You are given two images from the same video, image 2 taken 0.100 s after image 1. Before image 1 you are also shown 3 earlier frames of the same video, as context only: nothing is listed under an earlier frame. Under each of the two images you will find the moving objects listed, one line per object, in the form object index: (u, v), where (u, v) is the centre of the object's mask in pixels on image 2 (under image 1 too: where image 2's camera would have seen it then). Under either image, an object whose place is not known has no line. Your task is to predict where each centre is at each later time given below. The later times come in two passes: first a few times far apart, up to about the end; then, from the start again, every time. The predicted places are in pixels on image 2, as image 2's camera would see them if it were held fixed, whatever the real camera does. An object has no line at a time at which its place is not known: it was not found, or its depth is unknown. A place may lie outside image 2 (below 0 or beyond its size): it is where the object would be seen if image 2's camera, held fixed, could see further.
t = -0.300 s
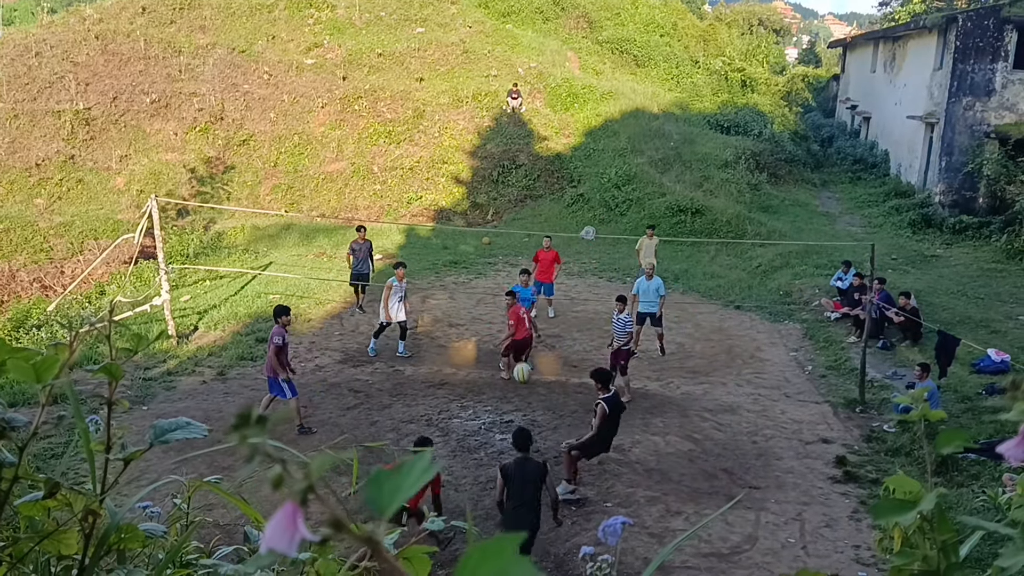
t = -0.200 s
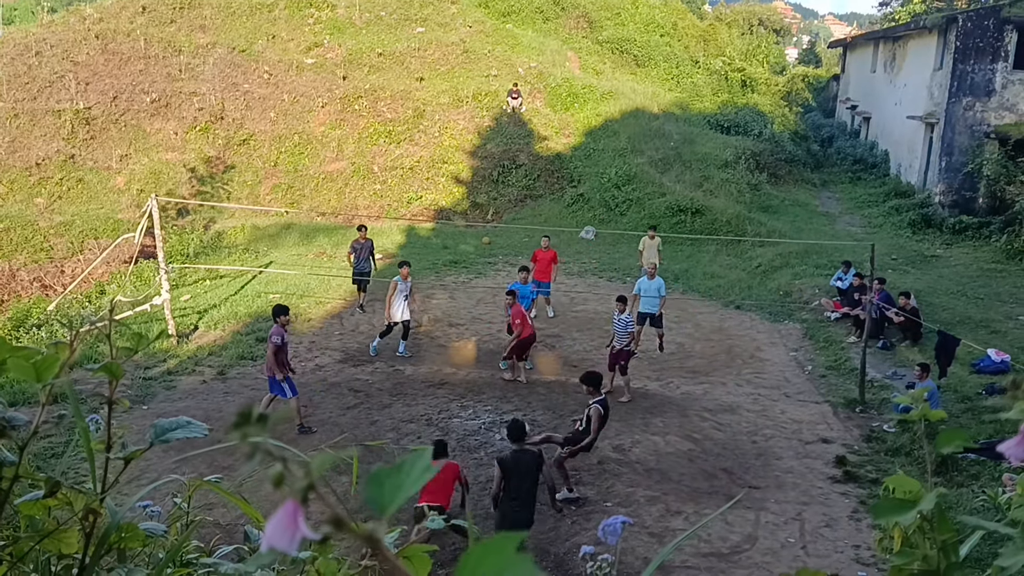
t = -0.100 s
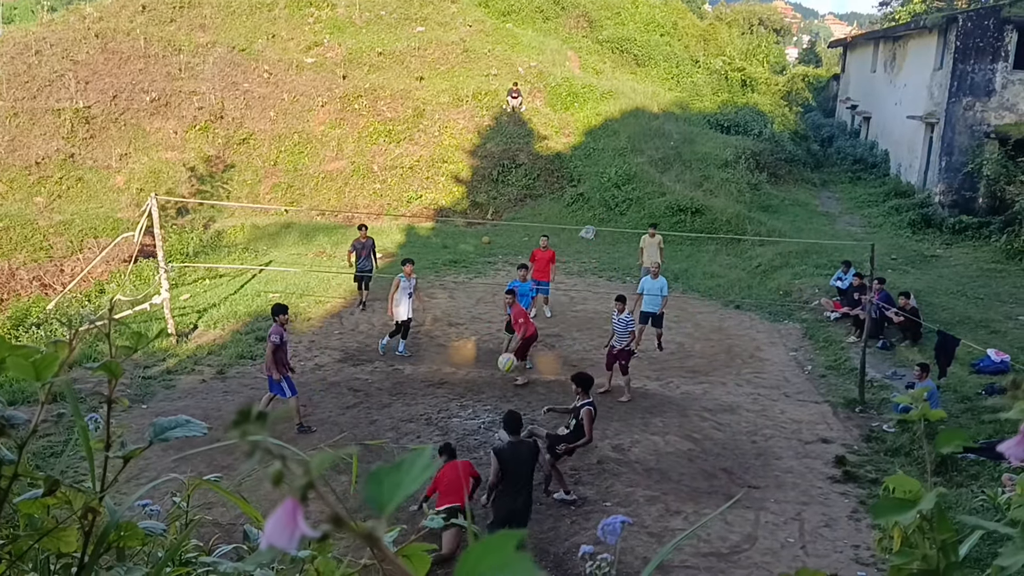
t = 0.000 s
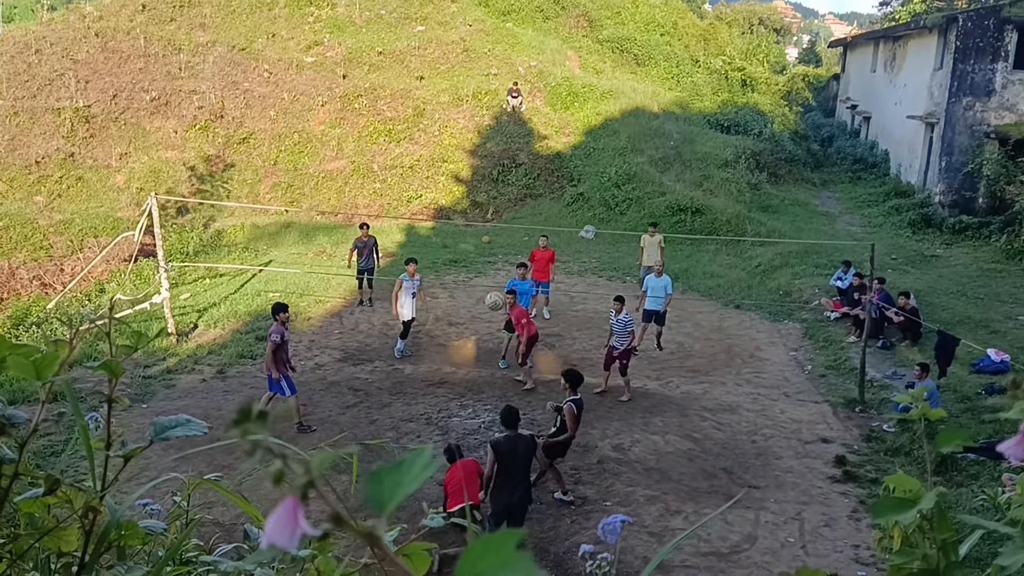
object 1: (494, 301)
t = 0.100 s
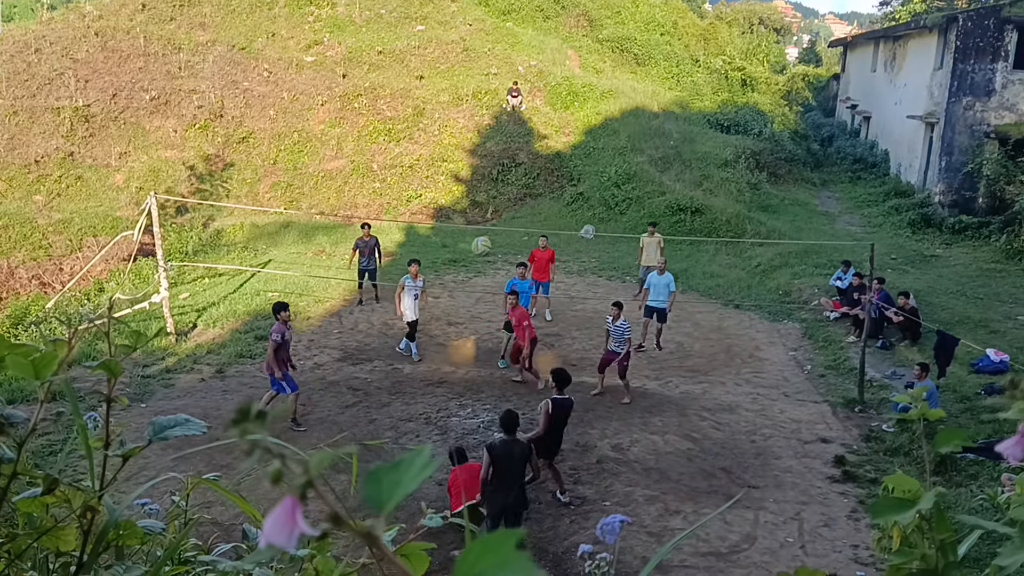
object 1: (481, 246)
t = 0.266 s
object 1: (460, 175)
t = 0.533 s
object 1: (423, 108)
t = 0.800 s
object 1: (385, 108)
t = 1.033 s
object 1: (352, 163)
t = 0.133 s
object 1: (477, 230)
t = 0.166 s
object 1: (473, 215)
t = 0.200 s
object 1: (469, 199)
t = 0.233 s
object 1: (464, 186)
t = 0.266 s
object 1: (460, 175)
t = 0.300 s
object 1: (455, 163)
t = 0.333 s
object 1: (451, 151)
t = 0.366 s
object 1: (446, 142)
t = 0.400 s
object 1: (442, 133)
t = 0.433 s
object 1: (437, 125)
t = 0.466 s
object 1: (433, 118)
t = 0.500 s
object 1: (428, 112)
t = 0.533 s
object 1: (423, 108)
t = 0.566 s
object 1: (419, 104)
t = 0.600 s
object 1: (414, 101)
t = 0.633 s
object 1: (409, 100)
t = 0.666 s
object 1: (404, 99)
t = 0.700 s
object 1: (400, 100)
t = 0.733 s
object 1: (395, 101)
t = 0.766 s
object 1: (390, 104)
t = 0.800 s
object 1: (385, 108)
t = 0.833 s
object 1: (381, 113)
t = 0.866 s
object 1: (376, 118)
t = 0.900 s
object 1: (371, 125)
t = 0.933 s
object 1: (366, 133)
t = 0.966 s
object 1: (361, 142)
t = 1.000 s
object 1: (356, 151)
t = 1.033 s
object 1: (352, 163)
